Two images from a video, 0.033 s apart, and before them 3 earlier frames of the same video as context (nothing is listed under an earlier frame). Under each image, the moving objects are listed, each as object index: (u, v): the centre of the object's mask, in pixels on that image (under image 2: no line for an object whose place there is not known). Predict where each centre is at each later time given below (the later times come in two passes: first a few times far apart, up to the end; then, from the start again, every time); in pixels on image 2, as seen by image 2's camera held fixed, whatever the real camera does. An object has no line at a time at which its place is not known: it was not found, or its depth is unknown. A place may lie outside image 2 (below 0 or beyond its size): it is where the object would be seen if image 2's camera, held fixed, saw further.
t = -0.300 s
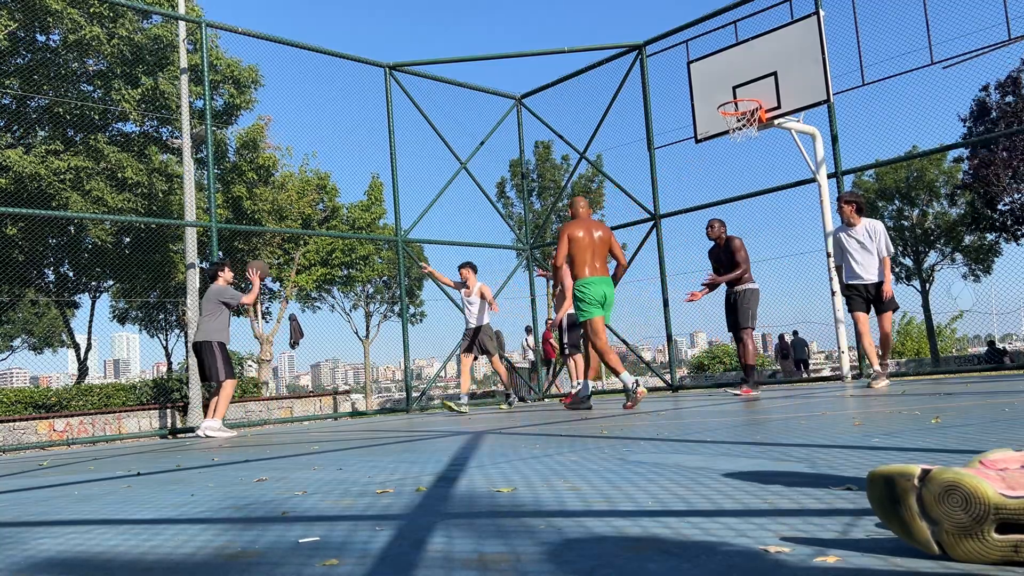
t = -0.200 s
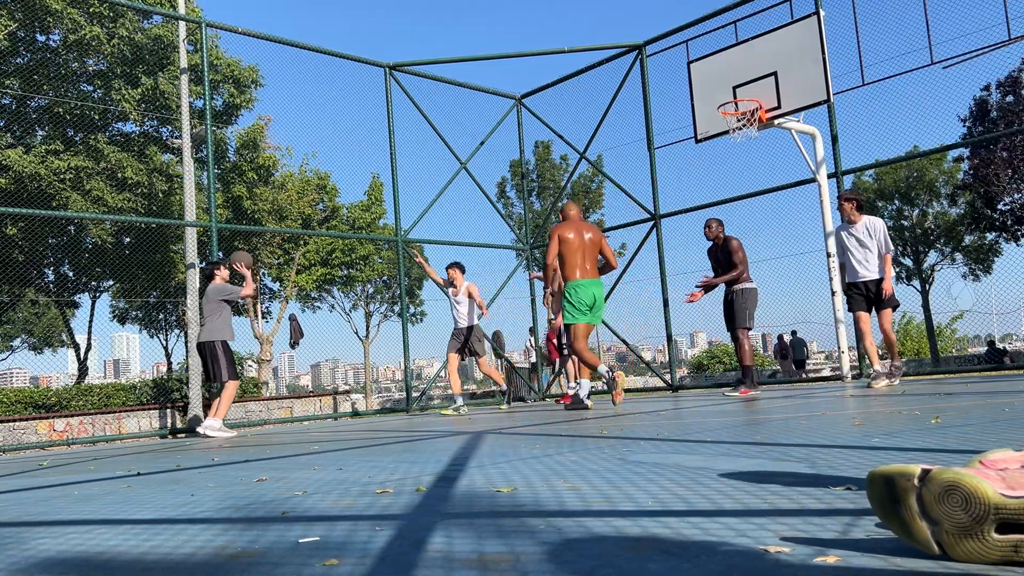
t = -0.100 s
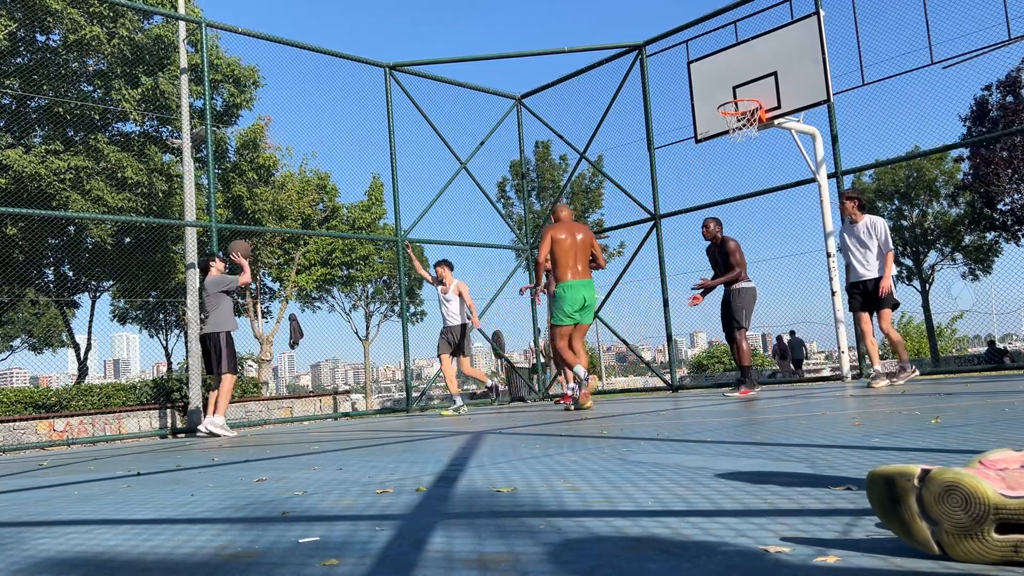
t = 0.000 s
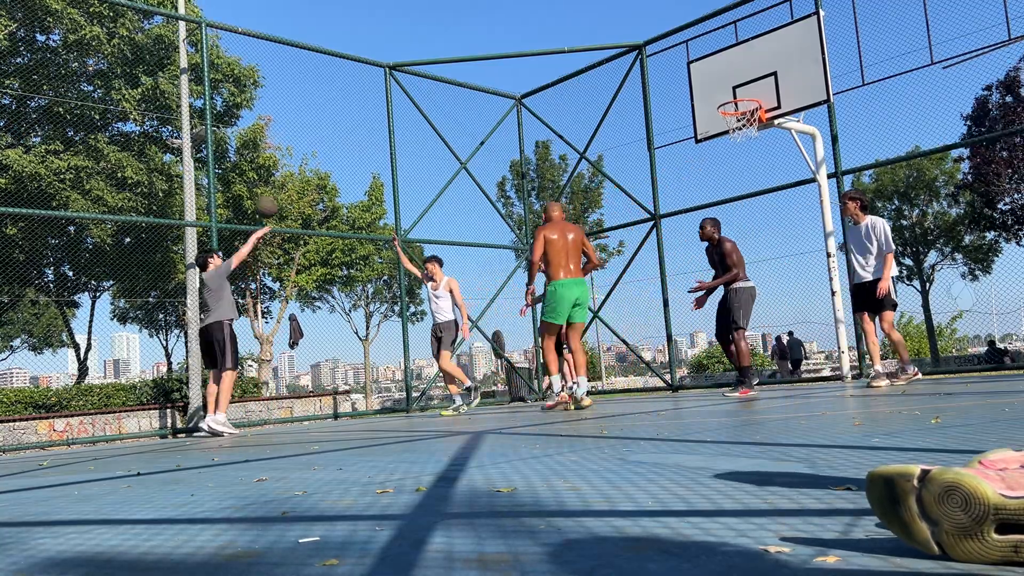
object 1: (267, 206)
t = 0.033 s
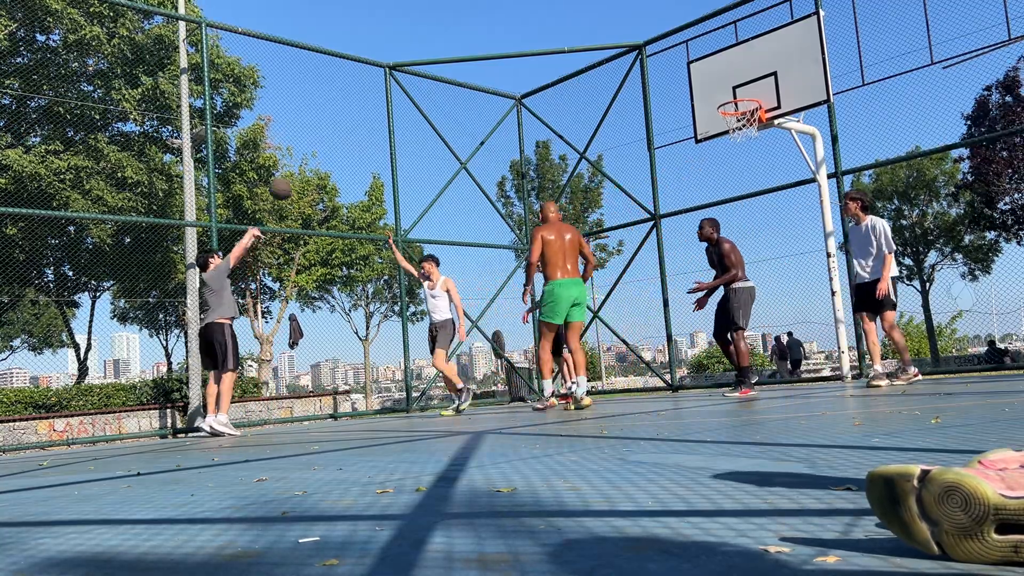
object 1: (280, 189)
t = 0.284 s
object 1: (386, 86)
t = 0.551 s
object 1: (499, 36)
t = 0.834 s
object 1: (622, 49)
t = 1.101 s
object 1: (741, 122)
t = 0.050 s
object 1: (287, 180)
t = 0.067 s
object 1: (294, 172)
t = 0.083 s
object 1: (302, 164)
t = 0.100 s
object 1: (309, 156)
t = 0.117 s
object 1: (316, 148)
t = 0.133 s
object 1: (323, 141)
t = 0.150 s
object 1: (330, 134)
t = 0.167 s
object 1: (337, 127)
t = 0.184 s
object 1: (344, 120)
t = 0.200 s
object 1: (351, 114)
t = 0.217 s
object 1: (358, 108)
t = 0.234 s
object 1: (365, 102)
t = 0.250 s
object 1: (372, 96)
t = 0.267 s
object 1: (380, 91)
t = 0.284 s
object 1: (386, 86)
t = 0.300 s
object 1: (393, 81)
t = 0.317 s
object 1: (401, 76)
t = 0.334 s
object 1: (408, 72)
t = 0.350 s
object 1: (415, 68)
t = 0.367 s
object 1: (422, 63)
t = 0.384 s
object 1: (429, 60)
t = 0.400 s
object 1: (435, 56)
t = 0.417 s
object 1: (443, 53)
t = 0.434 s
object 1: (450, 51)
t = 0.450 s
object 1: (457, 48)
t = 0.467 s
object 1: (464, 45)
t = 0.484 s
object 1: (471, 43)
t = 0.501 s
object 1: (478, 41)
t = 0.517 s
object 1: (485, 39)
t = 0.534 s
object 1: (492, 38)
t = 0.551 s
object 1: (499, 36)
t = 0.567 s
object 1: (506, 35)
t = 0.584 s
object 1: (514, 34)
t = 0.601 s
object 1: (521, 34)
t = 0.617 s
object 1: (528, 33)
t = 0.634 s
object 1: (535, 33)
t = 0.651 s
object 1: (542, 33)
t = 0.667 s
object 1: (549, 34)
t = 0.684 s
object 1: (557, 34)
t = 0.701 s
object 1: (564, 35)
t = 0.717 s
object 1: (571, 36)
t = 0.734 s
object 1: (578, 37)
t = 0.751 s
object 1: (585, 38)
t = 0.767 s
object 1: (593, 40)
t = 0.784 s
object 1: (600, 42)
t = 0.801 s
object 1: (607, 44)
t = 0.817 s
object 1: (615, 46)
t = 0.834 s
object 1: (622, 49)
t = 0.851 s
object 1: (630, 52)
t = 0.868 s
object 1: (637, 55)
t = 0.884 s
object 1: (645, 58)
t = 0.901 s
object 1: (652, 62)
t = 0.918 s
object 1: (659, 66)
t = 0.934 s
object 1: (667, 70)
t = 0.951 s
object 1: (674, 74)
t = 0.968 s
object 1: (681, 78)
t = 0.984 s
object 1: (689, 83)
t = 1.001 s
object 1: (697, 88)
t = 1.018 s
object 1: (705, 93)
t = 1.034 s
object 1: (712, 98)
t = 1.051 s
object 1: (719, 104)
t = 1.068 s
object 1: (727, 110)
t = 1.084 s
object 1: (734, 116)
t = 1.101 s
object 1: (741, 122)
